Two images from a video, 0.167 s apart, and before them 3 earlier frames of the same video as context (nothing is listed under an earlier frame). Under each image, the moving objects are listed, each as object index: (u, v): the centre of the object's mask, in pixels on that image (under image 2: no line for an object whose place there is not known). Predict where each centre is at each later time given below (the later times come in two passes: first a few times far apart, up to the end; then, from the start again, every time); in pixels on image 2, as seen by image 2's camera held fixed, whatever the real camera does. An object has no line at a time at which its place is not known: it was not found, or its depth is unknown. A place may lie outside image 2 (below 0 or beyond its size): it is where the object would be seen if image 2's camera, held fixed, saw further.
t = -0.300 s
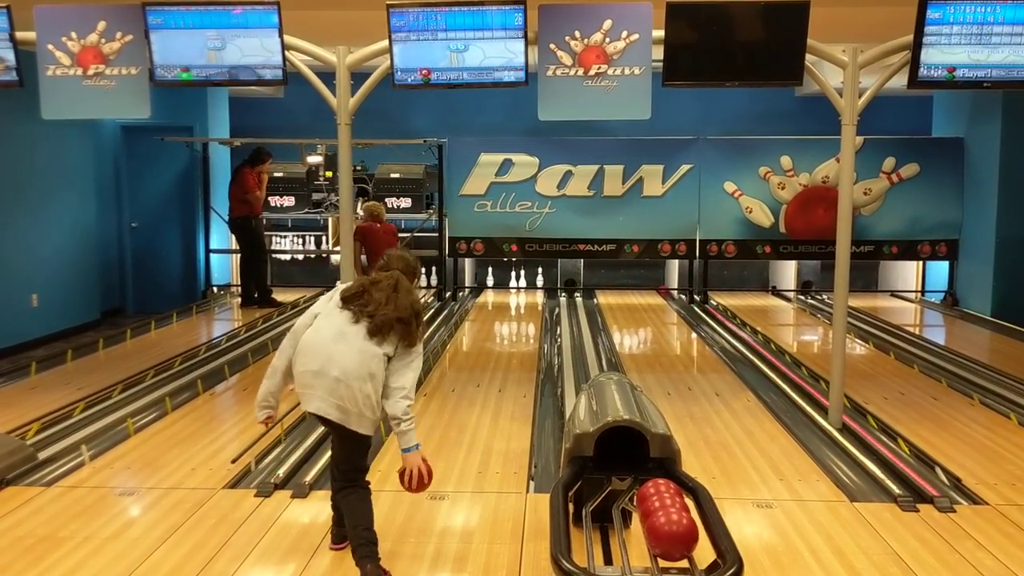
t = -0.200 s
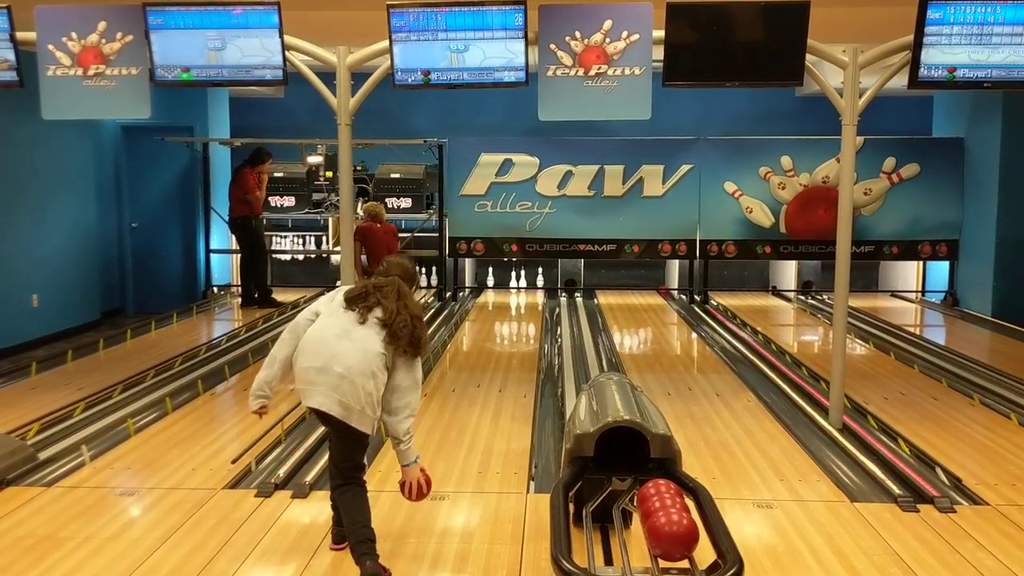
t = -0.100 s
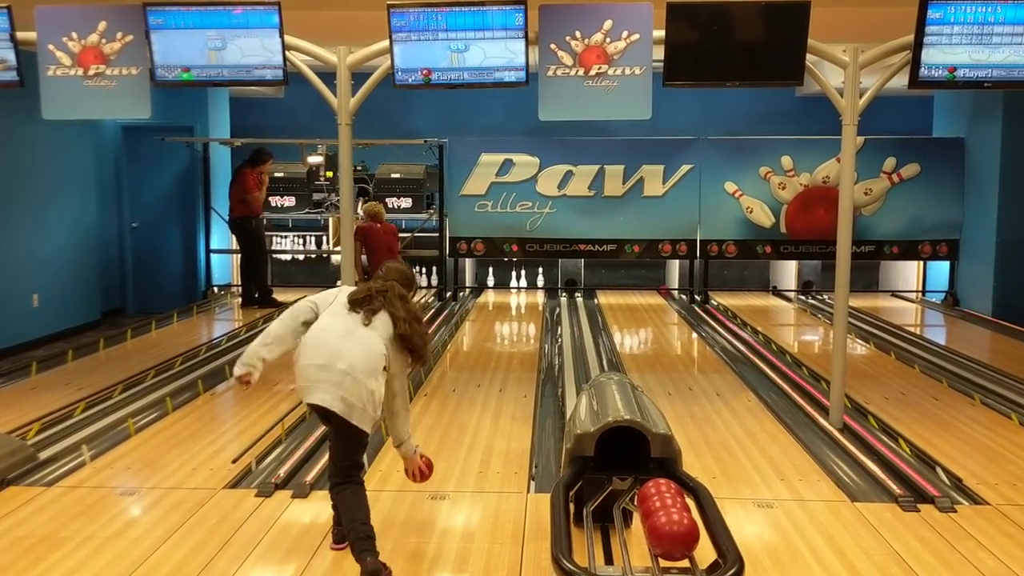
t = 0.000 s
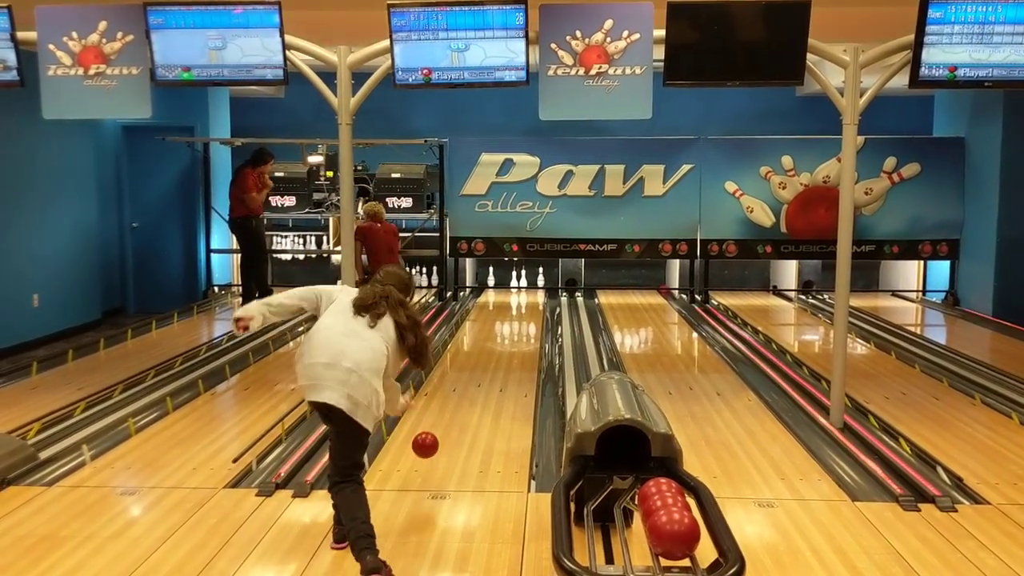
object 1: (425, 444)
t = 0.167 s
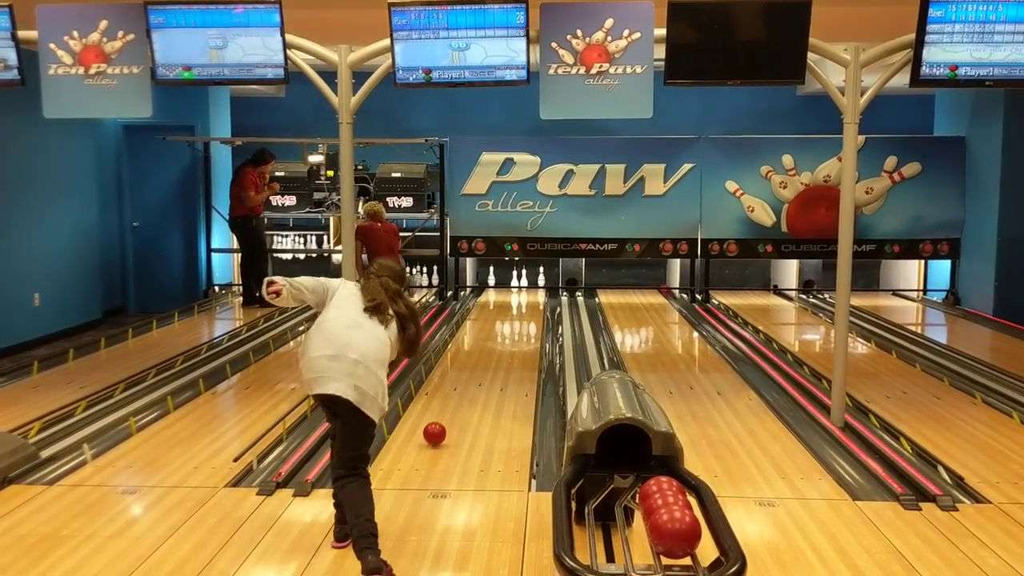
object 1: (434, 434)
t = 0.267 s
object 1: (439, 418)
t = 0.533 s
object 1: (447, 384)
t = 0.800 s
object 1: (454, 361)
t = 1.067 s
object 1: (459, 343)
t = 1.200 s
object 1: (462, 335)
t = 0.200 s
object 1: (436, 428)
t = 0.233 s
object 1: (437, 423)
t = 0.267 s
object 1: (439, 418)
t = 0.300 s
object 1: (440, 413)
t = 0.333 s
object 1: (441, 408)
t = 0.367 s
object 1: (442, 403)
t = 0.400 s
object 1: (444, 399)
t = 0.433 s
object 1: (445, 394)
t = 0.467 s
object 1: (446, 391)
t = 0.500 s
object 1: (446, 387)
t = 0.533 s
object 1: (447, 384)
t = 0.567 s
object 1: (448, 380)
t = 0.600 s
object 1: (449, 377)
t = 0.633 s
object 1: (450, 374)
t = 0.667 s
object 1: (451, 372)
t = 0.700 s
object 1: (452, 369)
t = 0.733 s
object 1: (453, 366)
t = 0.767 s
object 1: (453, 363)
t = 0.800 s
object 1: (454, 361)
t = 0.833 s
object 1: (455, 359)
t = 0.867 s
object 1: (455, 356)
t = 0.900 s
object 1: (456, 353)
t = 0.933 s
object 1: (457, 352)
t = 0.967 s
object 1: (457, 350)
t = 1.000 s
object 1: (458, 348)
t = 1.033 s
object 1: (459, 345)
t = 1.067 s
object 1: (459, 343)
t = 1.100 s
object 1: (460, 341)
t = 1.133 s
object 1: (461, 339)
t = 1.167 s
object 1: (461, 338)
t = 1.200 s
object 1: (462, 335)
